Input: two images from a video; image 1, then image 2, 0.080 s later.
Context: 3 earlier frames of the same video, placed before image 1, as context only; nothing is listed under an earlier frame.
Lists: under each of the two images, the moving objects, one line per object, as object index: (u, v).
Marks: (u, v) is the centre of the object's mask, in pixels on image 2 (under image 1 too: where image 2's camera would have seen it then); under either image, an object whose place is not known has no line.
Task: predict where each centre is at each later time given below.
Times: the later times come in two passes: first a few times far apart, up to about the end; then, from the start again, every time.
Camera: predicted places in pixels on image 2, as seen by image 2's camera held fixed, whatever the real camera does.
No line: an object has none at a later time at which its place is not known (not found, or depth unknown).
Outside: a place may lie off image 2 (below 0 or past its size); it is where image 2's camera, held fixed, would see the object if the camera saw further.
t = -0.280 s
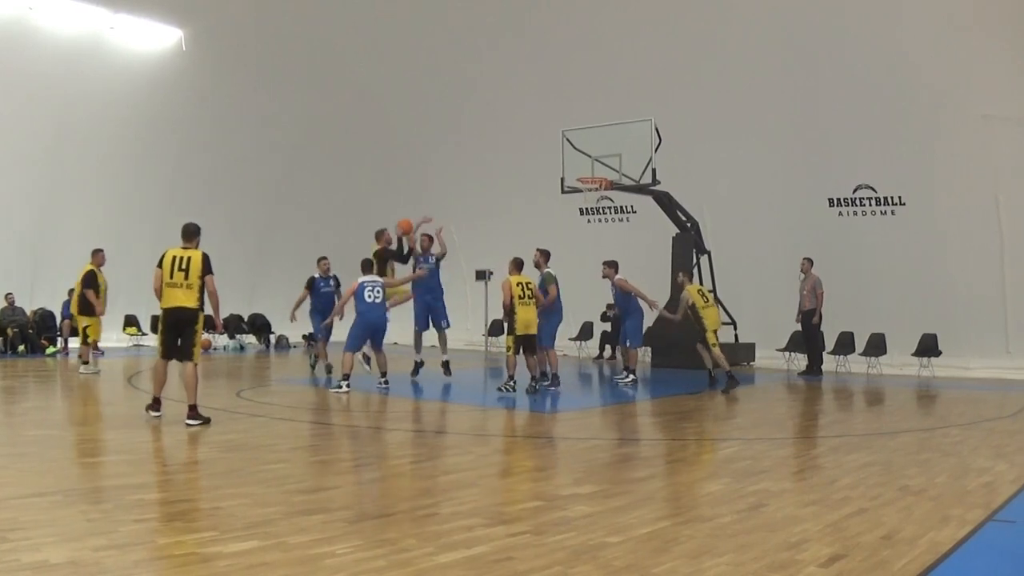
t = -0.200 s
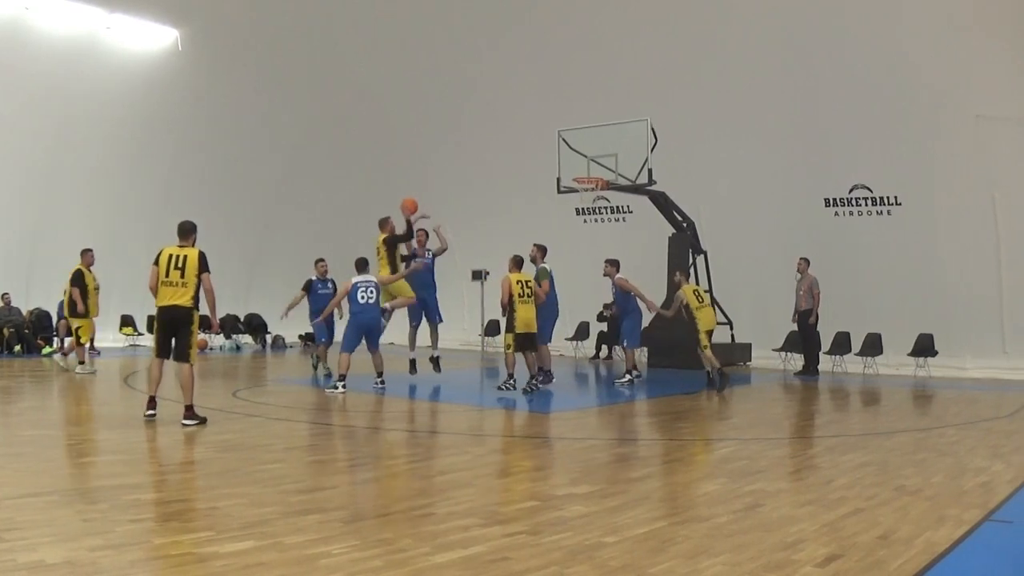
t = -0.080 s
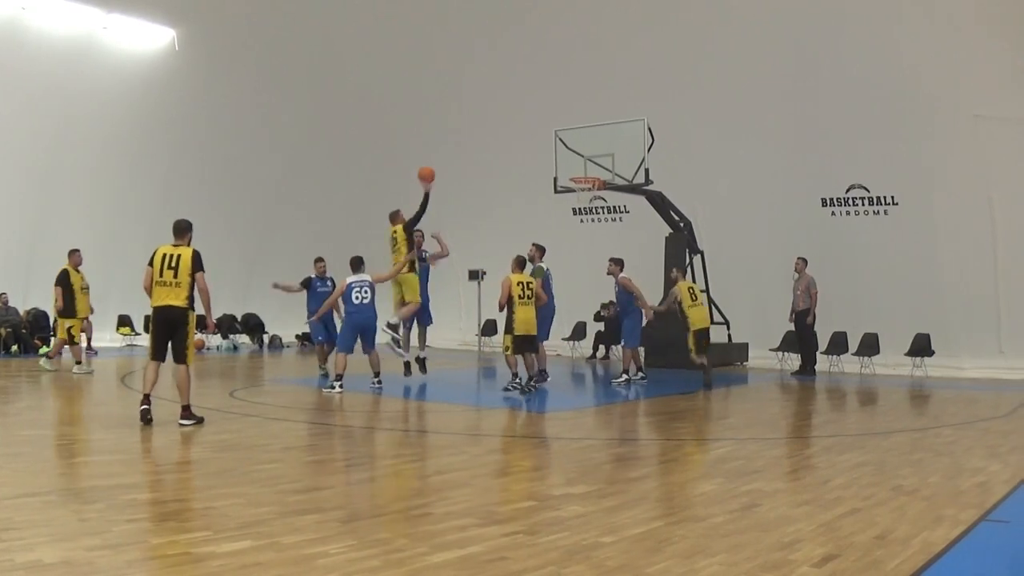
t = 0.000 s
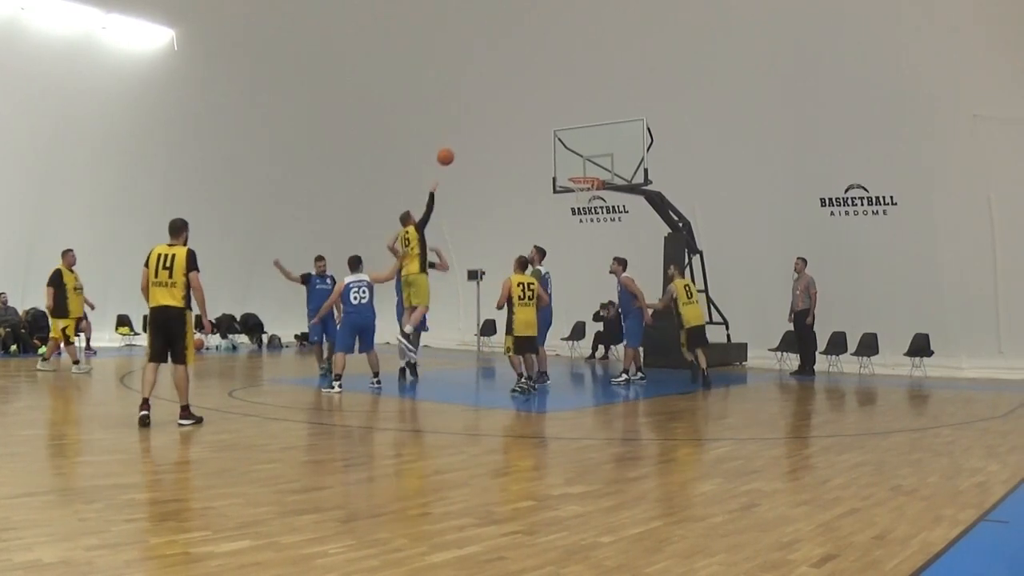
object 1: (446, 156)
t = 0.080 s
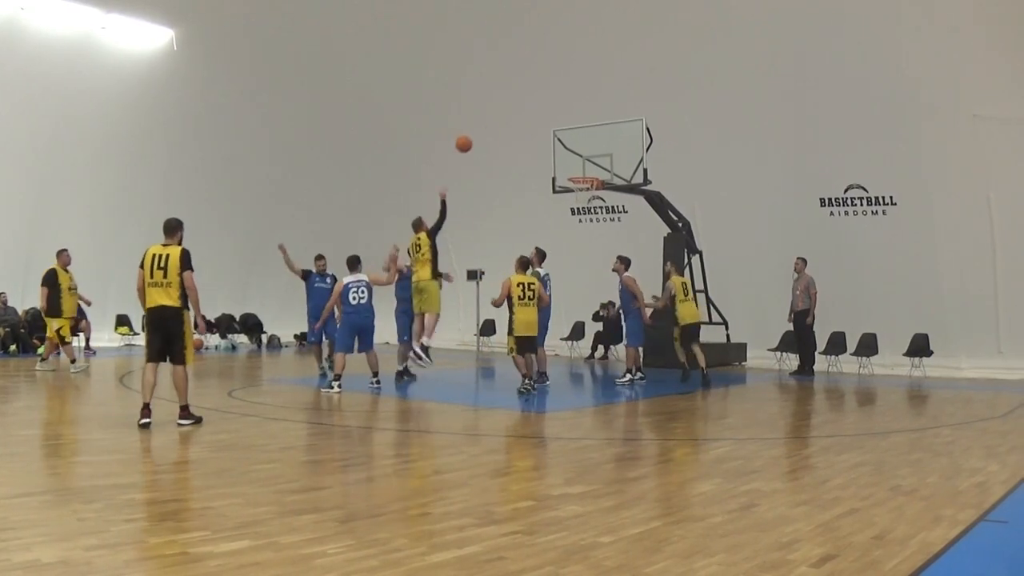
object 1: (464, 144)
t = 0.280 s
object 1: (509, 131)
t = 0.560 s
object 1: (562, 157)
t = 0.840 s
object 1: (567, 187)
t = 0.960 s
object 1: (558, 201)
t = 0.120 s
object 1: (474, 139)
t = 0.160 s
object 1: (483, 136)
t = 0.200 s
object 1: (495, 132)
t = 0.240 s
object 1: (501, 131)
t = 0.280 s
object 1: (509, 131)
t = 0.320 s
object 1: (517, 132)
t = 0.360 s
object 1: (524, 134)
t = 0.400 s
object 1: (532, 137)
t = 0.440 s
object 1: (540, 140)
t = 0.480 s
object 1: (547, 145)
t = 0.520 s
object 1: (555, 151)
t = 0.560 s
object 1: (562, 157)
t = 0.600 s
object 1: (570, 165)
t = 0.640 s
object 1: (577, 172)
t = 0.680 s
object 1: (577, 178)
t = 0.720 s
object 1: (573, 179)
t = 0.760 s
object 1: (570, 181)
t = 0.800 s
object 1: (568, 184)
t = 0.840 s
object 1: (567, 187)
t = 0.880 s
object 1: (563, 191)
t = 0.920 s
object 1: (560, 196)
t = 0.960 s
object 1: (558, 201)
